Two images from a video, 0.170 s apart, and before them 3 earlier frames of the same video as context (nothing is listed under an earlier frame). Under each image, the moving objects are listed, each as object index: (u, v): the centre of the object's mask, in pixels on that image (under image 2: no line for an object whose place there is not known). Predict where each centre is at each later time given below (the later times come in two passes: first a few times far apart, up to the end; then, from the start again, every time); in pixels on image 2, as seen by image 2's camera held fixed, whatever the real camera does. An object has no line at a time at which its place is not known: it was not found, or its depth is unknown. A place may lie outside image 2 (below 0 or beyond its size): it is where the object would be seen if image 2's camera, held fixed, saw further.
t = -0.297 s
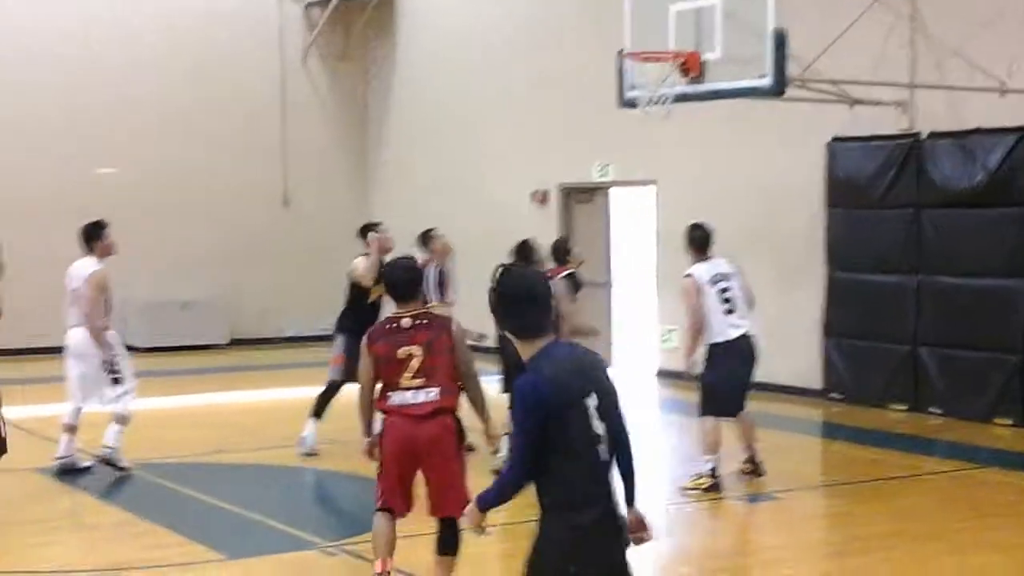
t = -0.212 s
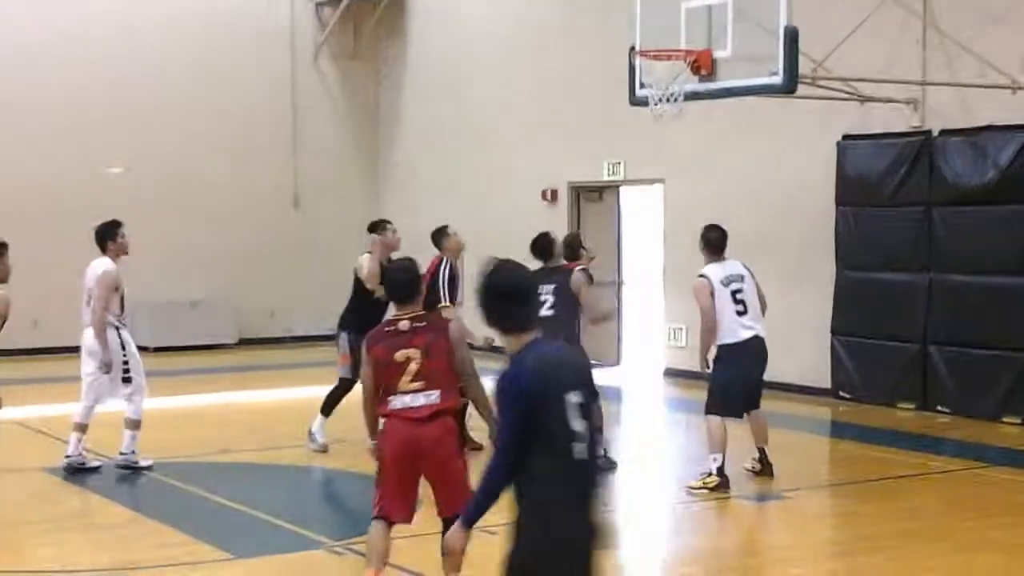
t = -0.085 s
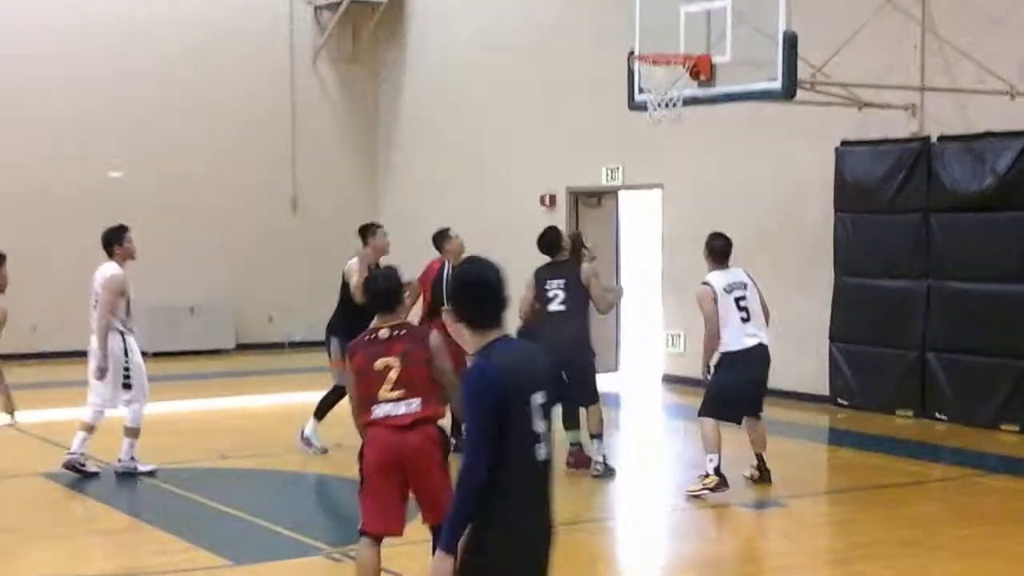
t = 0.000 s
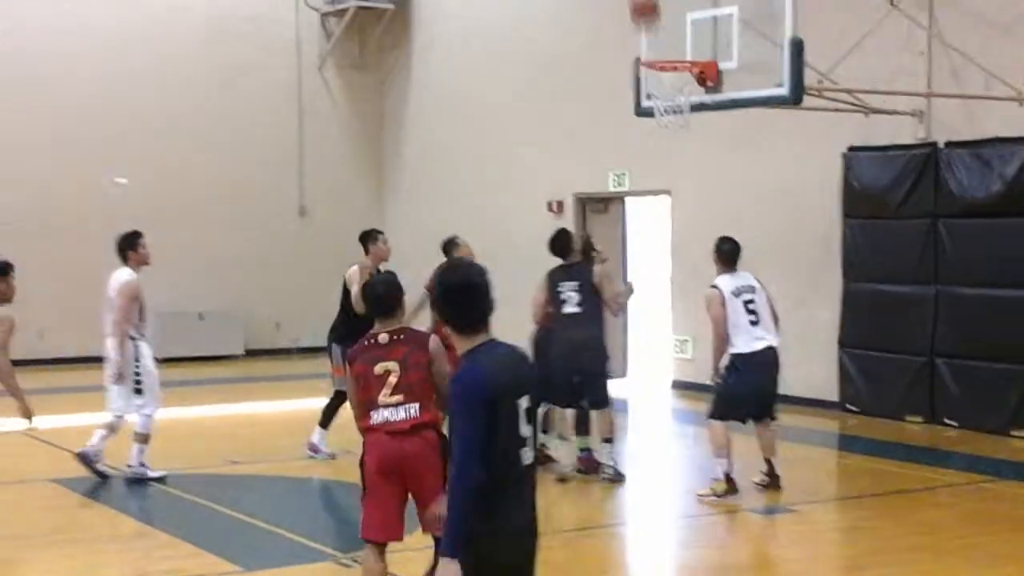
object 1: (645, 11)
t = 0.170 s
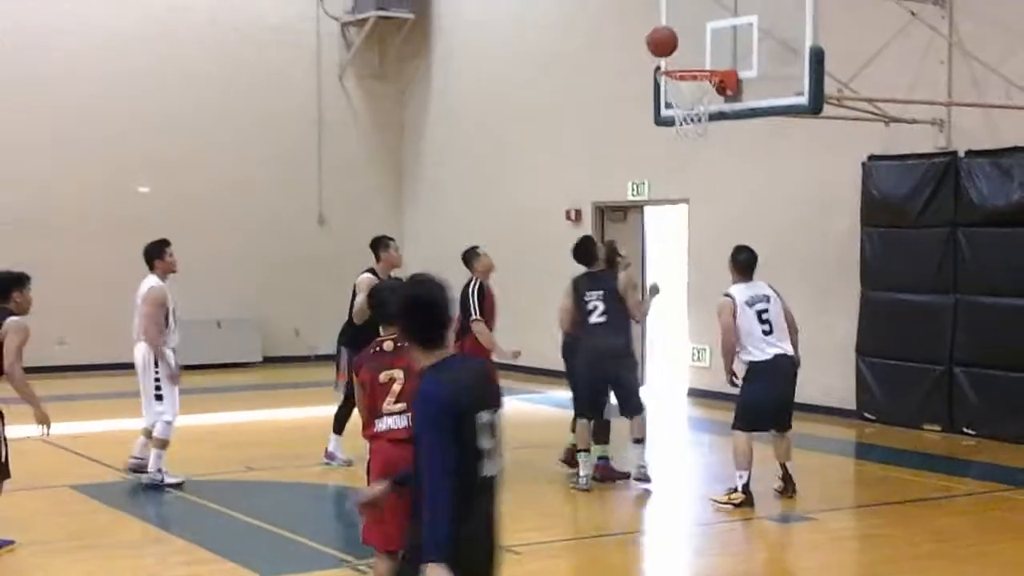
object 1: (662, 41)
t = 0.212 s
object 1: (663, 38)
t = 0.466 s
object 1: (667, 55)
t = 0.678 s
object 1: (685, 77)
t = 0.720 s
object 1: (685, 90)
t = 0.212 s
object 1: (663, 38)
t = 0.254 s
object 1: (663, 37)
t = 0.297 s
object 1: (664, 38)
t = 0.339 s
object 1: (664, 41)
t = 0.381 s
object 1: (664, 46)
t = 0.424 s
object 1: (664, 54)
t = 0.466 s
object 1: (667, 55)
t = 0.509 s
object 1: (669, 55)
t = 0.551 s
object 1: (672, 57)
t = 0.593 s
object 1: (676, 58)
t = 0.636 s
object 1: (678, 67)
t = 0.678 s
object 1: (685, 77)
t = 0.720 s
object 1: (685, 90)
